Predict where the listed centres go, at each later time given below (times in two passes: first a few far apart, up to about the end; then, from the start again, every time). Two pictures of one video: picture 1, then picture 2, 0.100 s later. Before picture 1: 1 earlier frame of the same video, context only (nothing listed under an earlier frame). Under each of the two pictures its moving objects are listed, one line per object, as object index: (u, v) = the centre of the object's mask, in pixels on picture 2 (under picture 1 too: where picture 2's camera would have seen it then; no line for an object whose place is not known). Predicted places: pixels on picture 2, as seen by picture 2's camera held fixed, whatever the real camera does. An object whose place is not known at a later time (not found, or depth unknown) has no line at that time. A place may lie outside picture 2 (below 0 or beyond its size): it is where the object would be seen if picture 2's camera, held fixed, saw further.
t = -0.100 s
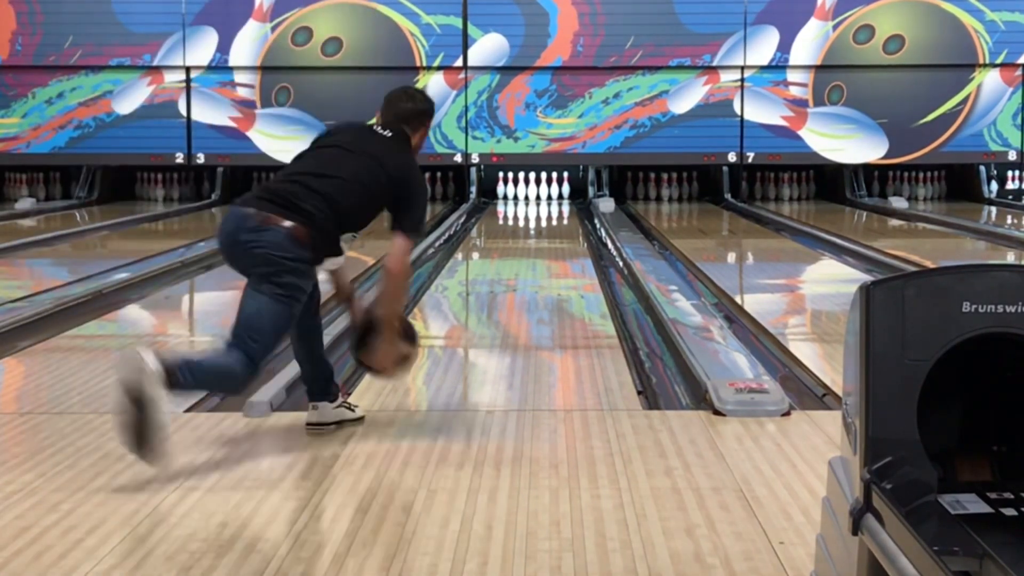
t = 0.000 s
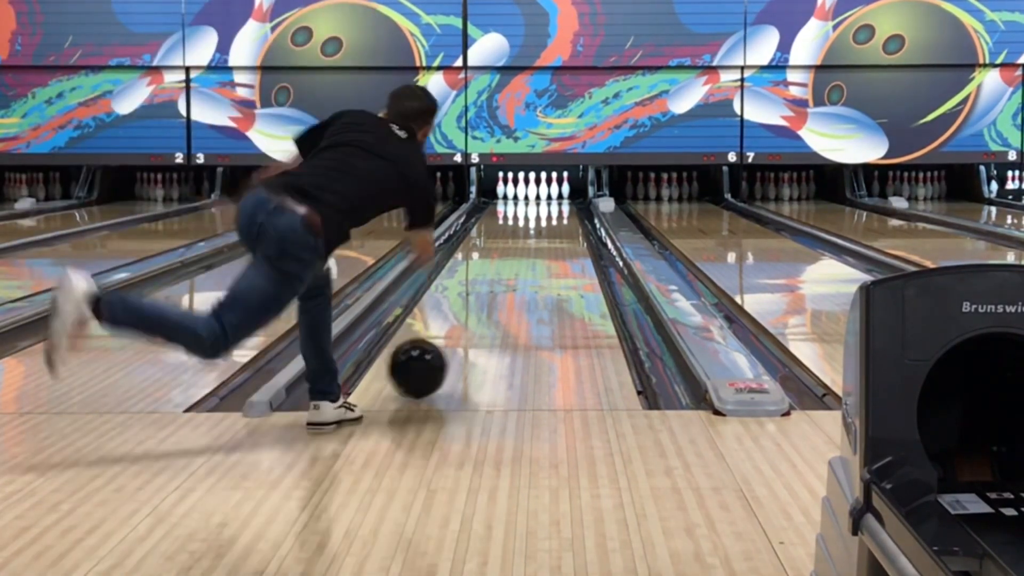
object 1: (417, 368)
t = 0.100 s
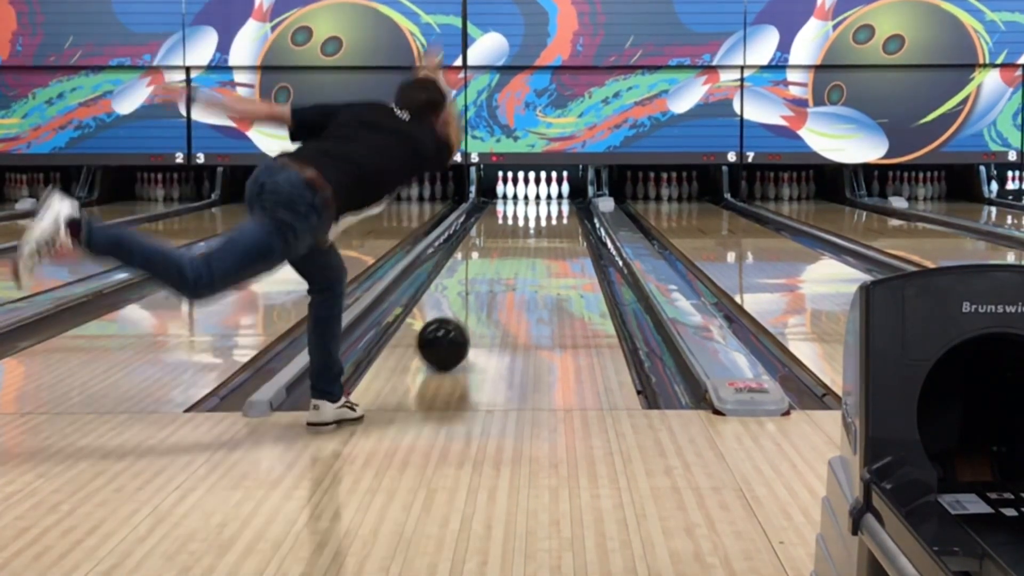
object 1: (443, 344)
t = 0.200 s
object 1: (463, 323)
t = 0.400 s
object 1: (494, 292)
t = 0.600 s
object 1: (516, 270)
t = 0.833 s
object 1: (534, 251)
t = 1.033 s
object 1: (545, 238)
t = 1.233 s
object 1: (553, 228)
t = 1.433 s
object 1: (558, 219)
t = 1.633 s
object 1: (561, 212)
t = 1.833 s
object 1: (561, 207)
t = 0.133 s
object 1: (451, 336)
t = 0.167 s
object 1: (458, 330)
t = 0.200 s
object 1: (463, 323)
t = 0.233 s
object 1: (469, 317)
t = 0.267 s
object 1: (475, 312)
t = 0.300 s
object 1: (480, 307)
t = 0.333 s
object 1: (485, 302)
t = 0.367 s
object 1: (490, 297)
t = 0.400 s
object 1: (494, 292)
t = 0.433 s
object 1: (498, 288)
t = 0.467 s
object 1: (502, 284)
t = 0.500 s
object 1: (506, 281)
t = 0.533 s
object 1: (509, 277)
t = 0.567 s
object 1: (513, 273)
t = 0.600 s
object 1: (516, 270)
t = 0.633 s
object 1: (519, 268)
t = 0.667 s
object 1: (522, 264)
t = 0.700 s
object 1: (524, 261)
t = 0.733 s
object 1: (527, 258)
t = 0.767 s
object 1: (529, 256)
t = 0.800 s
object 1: (532, 254)
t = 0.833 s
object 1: (534, 251)
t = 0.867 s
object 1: (536, 248)
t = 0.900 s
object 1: (538, 246)
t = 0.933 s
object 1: (540, 244)
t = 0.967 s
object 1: (542, 242)
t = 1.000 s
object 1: (543, 240)
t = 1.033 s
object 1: (545, 238)
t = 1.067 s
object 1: (546, 236)
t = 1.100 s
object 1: (548, 234)
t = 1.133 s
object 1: (549, 232)
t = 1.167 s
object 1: (551, 231)
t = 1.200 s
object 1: (552, 229)
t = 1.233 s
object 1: (553, 228)
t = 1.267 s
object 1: (554, 226)
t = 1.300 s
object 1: (555, 225)
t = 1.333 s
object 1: (556, 223)
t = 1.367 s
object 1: (557, 222)
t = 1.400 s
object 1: (558, 221)
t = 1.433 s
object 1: (558, 219)
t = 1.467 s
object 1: (559, 218)
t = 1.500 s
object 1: (560, 217)
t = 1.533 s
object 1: (560, 215)
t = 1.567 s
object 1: (560, 214)
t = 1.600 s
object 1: (561, 213)
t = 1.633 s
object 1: (561, 212)
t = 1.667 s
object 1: (561, 211)
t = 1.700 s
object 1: (561, 210)
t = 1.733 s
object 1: (561, 209)
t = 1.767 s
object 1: (561, 208)
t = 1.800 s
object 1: (561, 207)
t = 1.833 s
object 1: (561, 207)
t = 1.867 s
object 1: (559, 206)
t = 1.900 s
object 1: (559, 205)
